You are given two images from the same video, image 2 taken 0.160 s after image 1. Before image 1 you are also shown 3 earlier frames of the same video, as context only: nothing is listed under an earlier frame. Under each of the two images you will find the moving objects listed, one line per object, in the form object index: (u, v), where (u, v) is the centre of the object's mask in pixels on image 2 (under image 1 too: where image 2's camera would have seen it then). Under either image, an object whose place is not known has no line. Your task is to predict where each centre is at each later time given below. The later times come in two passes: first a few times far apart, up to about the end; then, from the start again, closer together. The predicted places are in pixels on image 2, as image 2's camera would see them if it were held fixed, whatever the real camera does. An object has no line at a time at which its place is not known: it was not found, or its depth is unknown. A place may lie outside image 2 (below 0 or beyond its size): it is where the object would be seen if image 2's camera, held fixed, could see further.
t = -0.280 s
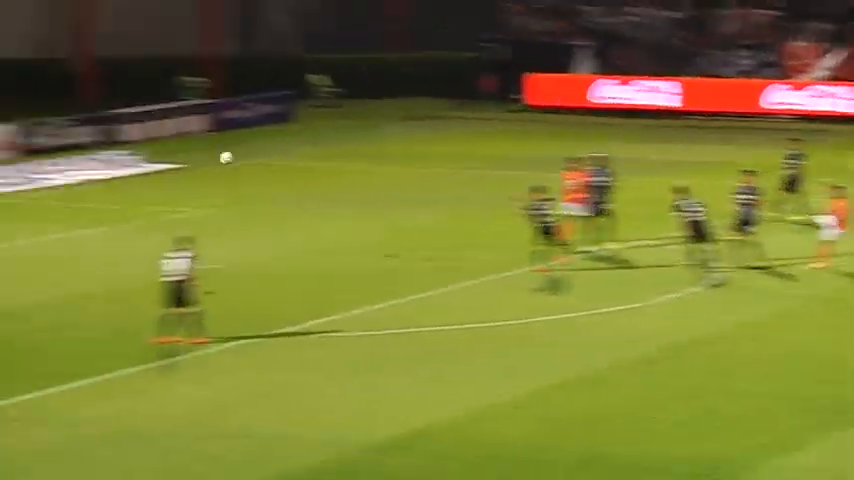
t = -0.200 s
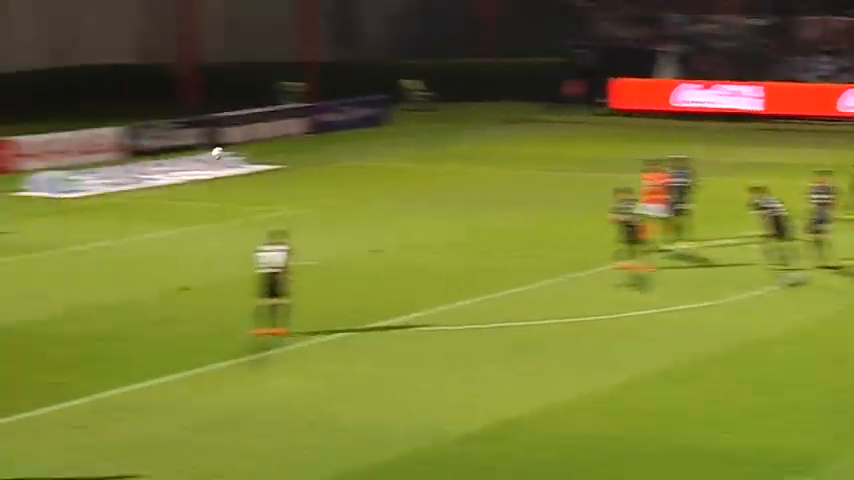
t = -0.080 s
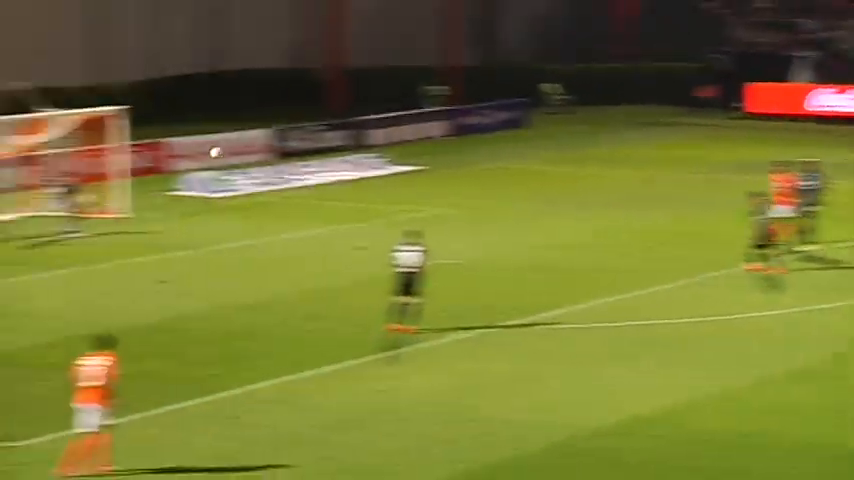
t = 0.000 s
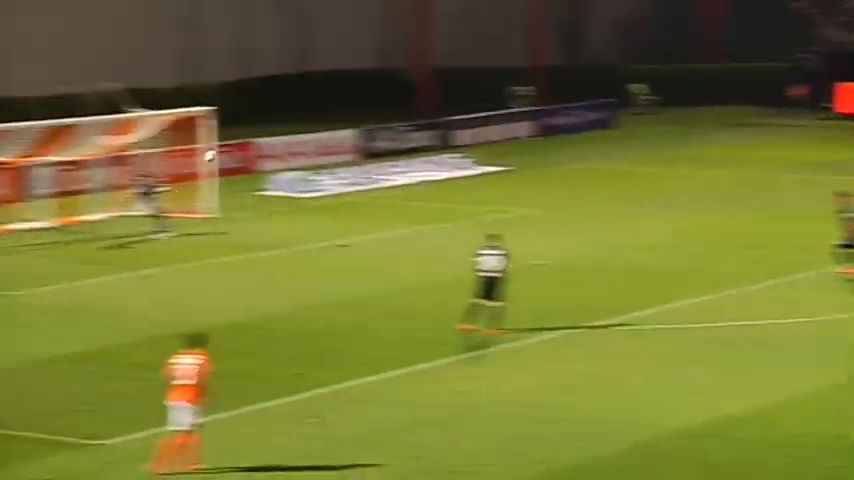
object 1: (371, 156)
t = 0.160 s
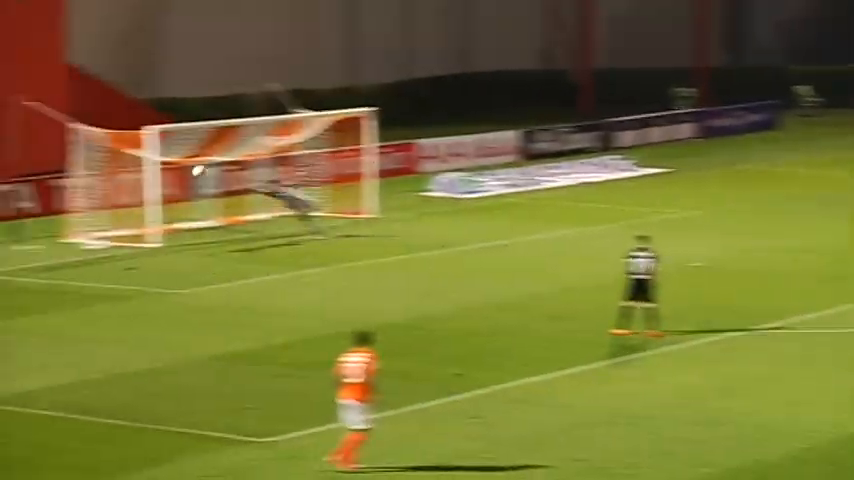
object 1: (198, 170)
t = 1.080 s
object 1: (-101, 144)
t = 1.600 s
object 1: (-61, 186)
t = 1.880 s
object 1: (-41, 259)
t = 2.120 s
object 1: (-52, 238)
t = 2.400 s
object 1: (-70, 234)
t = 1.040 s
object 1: (-104, 145)
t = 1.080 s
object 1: (-101, 144)
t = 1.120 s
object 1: (-97, 143)
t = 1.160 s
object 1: (-94, 143)
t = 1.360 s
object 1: (-78, 152)
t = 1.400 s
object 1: (-75, 156)
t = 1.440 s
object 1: (-72, 161)
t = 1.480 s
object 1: (-69, 167)
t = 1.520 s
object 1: (-66, 172)
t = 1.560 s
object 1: (-63, 179)
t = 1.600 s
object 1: (-61, 186)
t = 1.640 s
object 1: (-58, 195)
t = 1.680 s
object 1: (-55, 203)
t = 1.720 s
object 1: (-52, 214)
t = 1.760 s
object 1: (-48, 223)
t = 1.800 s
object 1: (-46, 234)
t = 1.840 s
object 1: (-43, 247)
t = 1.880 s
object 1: (-41, 259)
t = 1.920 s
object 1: (-40, 264)
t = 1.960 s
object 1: (-43, 257)
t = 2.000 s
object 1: (-45, 251)
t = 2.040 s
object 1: (-47, 246)
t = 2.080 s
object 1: (-50, 241)
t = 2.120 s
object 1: (-52, 238)
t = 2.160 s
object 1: (-54, 235)
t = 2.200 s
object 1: (-57, 232)
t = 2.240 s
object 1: (-60, 231)
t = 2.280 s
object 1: (-62, 230)
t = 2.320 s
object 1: (-65, 231)
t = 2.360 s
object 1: (-67, 232)
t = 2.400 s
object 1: (-70, 234)
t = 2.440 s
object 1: (-72, 236)
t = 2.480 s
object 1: (-76, 240)
